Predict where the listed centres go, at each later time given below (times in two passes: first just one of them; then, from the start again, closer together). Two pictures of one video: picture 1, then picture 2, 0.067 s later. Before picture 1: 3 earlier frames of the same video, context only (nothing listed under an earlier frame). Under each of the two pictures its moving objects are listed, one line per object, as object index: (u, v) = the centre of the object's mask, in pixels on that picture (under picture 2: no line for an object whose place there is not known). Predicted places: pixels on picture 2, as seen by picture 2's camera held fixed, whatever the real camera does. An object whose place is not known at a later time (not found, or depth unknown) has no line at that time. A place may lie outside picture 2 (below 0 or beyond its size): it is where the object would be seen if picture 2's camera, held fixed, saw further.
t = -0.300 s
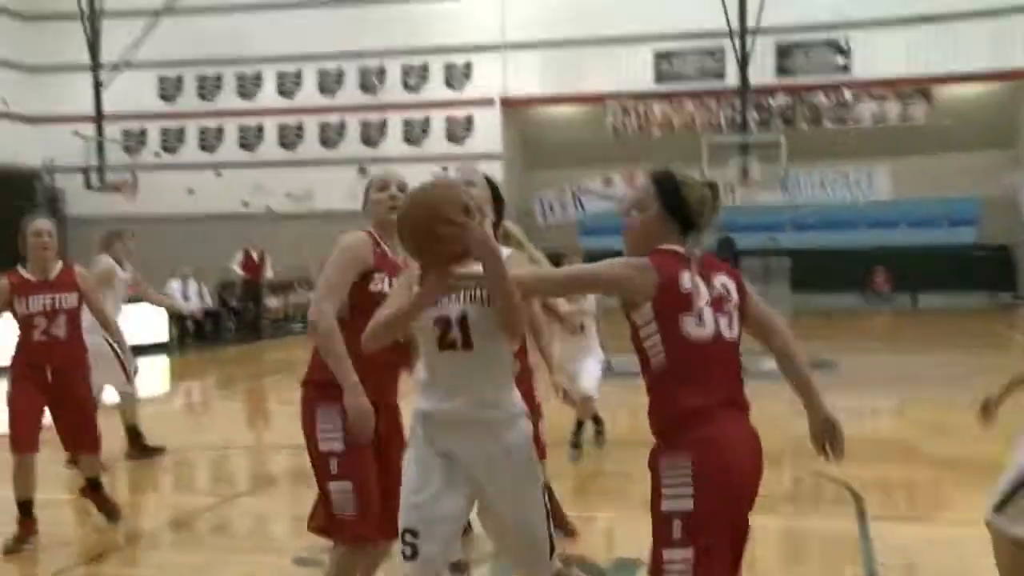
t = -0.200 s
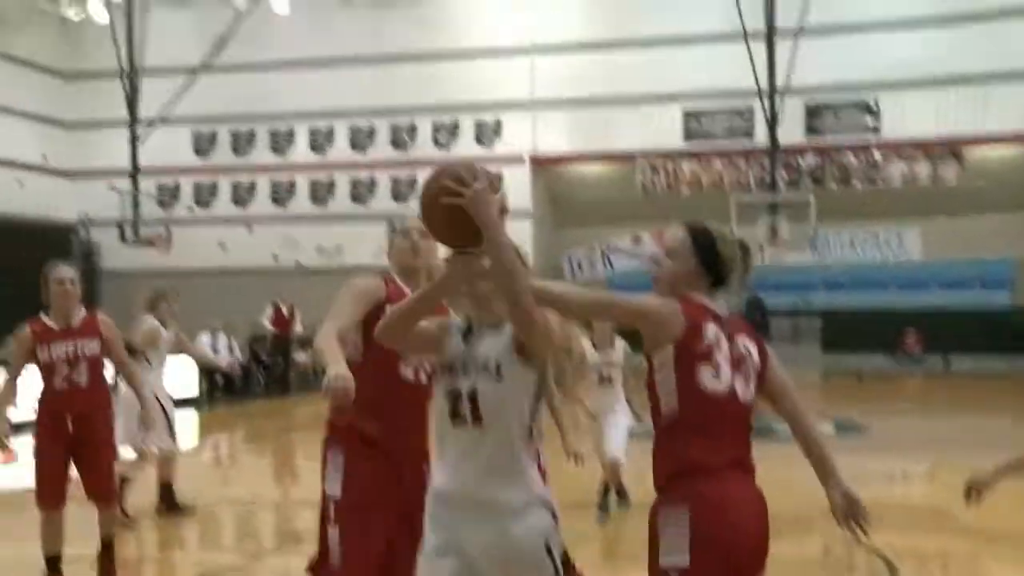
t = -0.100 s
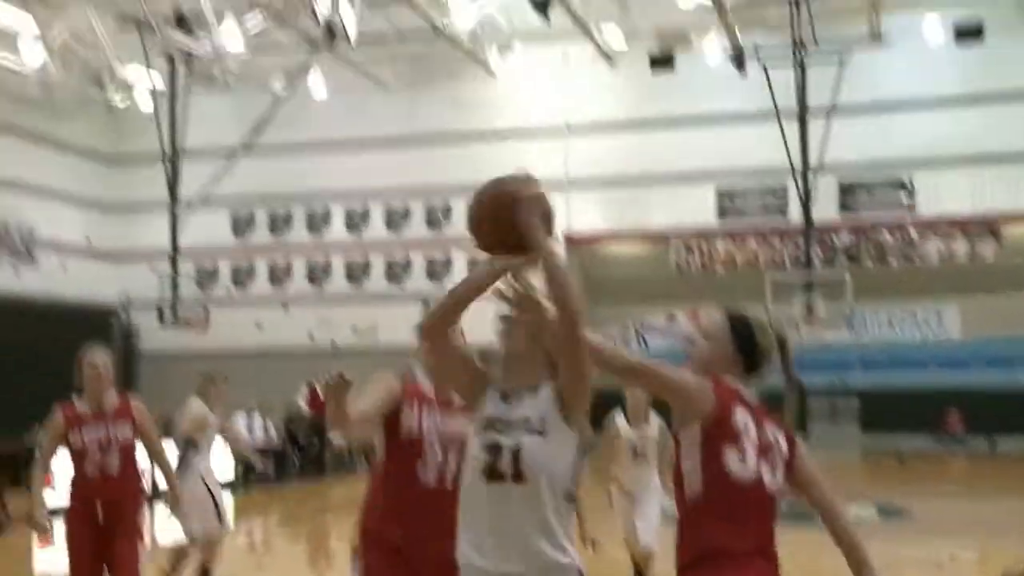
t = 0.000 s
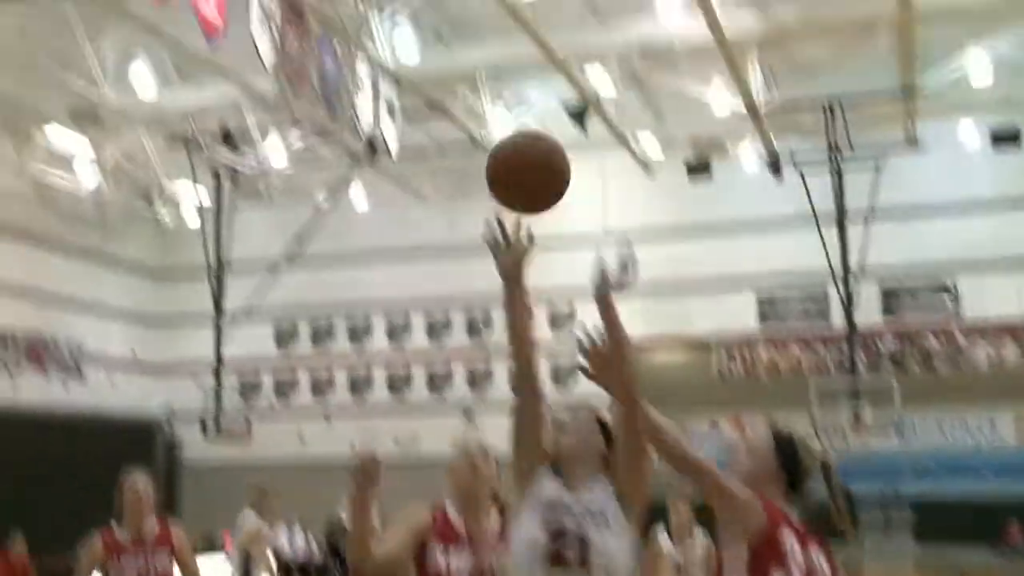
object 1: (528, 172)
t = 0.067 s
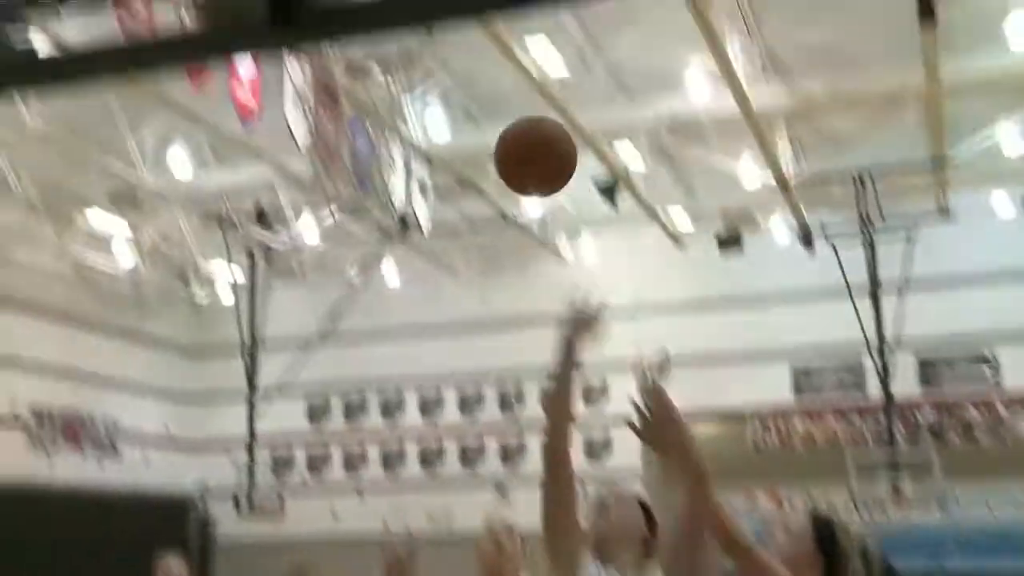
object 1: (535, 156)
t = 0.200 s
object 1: (493, 31)
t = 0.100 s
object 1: (524, 115)
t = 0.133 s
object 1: (512, 77)
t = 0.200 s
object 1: (493, 31)
